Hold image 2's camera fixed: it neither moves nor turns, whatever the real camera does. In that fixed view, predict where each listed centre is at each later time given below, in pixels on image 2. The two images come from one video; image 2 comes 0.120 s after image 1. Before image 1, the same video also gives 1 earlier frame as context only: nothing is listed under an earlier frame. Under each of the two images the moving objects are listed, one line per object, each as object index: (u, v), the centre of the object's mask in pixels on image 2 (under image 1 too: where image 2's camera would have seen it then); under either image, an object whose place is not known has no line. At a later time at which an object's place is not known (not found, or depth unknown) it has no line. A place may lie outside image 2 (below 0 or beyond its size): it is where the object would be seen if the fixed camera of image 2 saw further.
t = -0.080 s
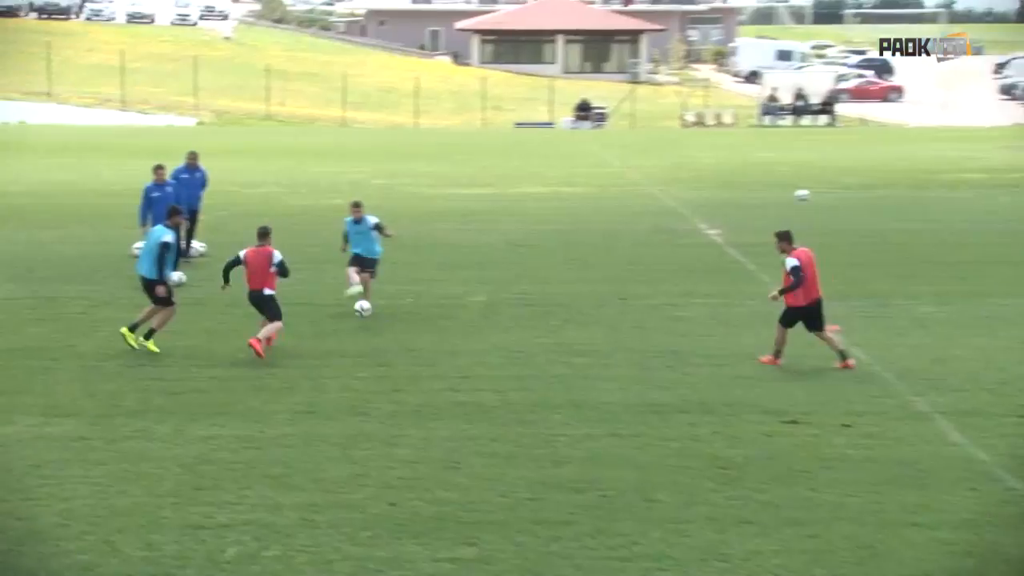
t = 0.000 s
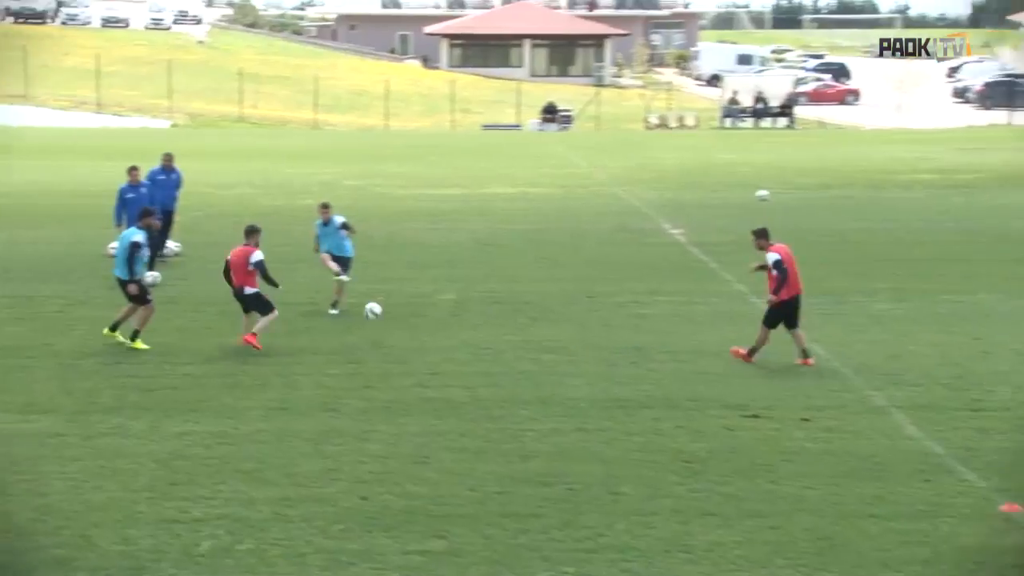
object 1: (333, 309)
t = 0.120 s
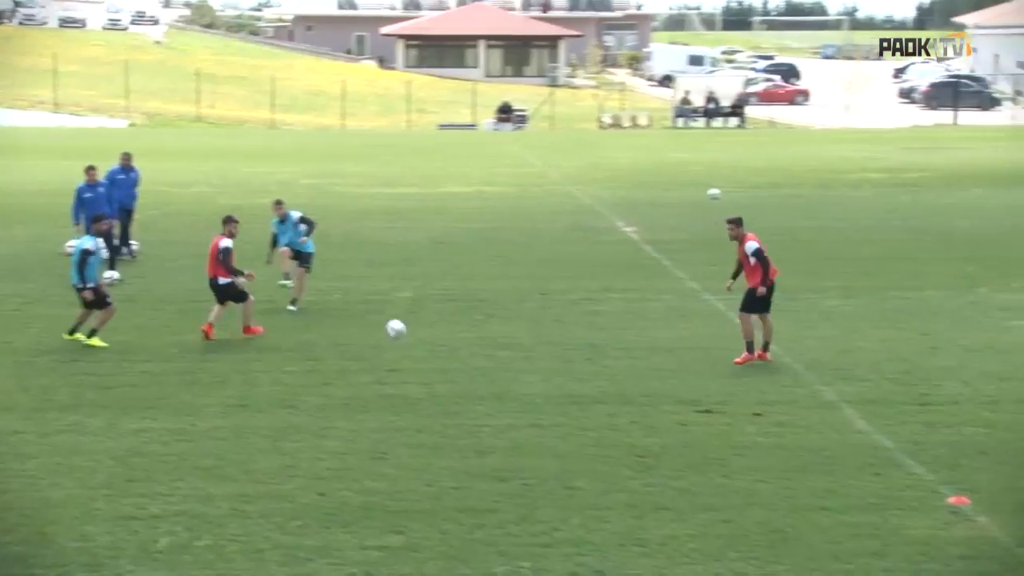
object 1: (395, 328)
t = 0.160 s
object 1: (419, 339)
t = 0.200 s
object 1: (443, 353)
